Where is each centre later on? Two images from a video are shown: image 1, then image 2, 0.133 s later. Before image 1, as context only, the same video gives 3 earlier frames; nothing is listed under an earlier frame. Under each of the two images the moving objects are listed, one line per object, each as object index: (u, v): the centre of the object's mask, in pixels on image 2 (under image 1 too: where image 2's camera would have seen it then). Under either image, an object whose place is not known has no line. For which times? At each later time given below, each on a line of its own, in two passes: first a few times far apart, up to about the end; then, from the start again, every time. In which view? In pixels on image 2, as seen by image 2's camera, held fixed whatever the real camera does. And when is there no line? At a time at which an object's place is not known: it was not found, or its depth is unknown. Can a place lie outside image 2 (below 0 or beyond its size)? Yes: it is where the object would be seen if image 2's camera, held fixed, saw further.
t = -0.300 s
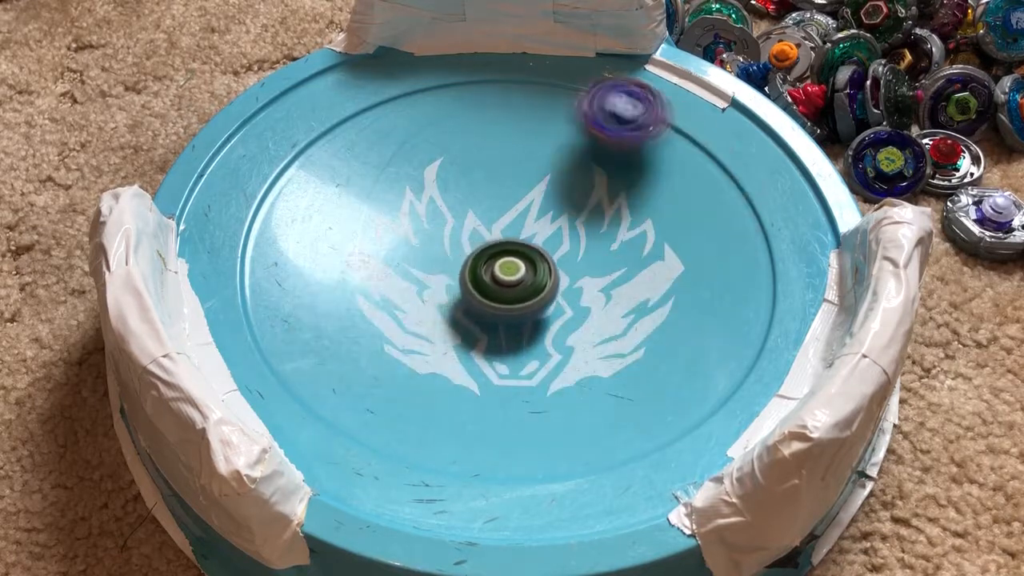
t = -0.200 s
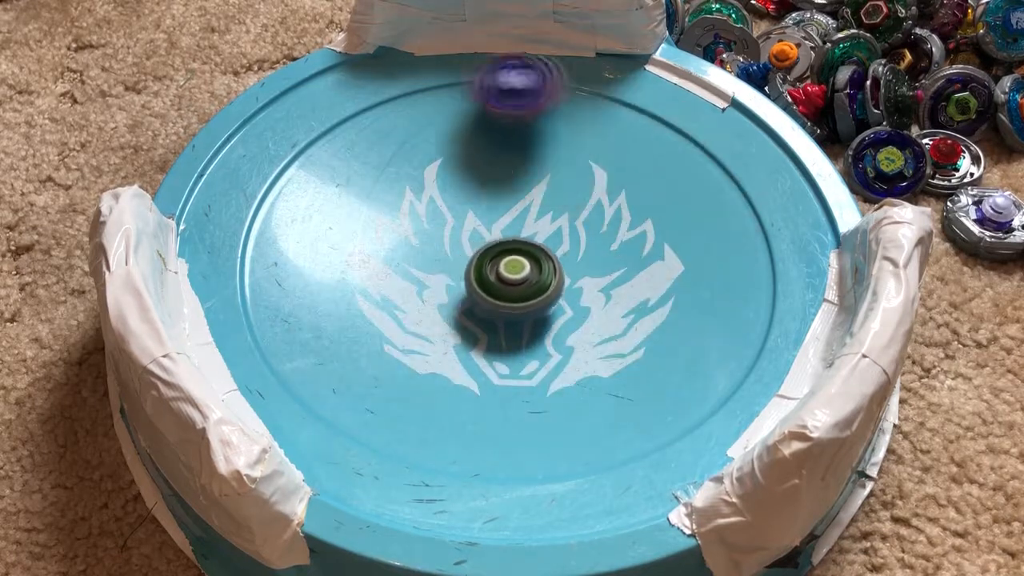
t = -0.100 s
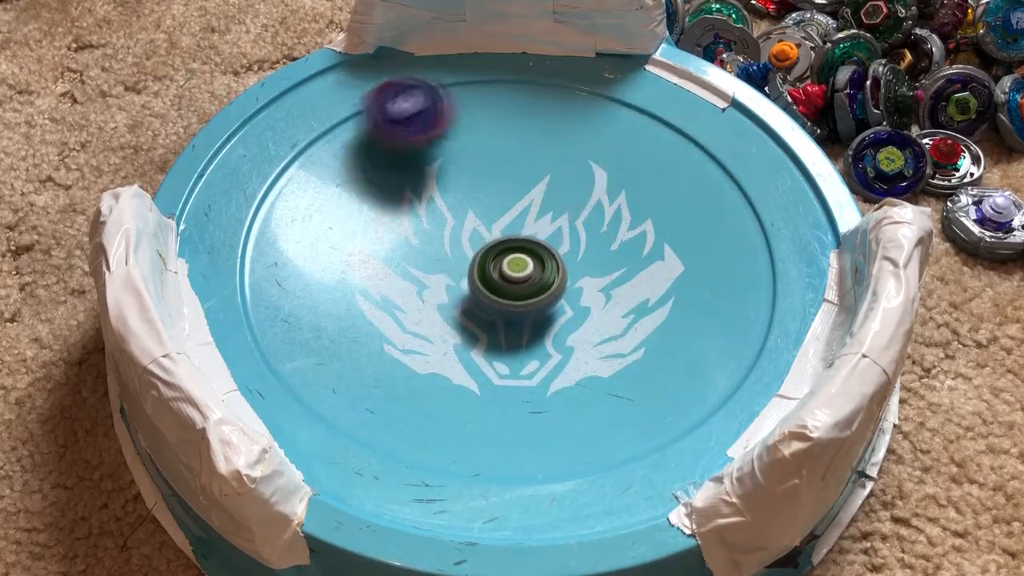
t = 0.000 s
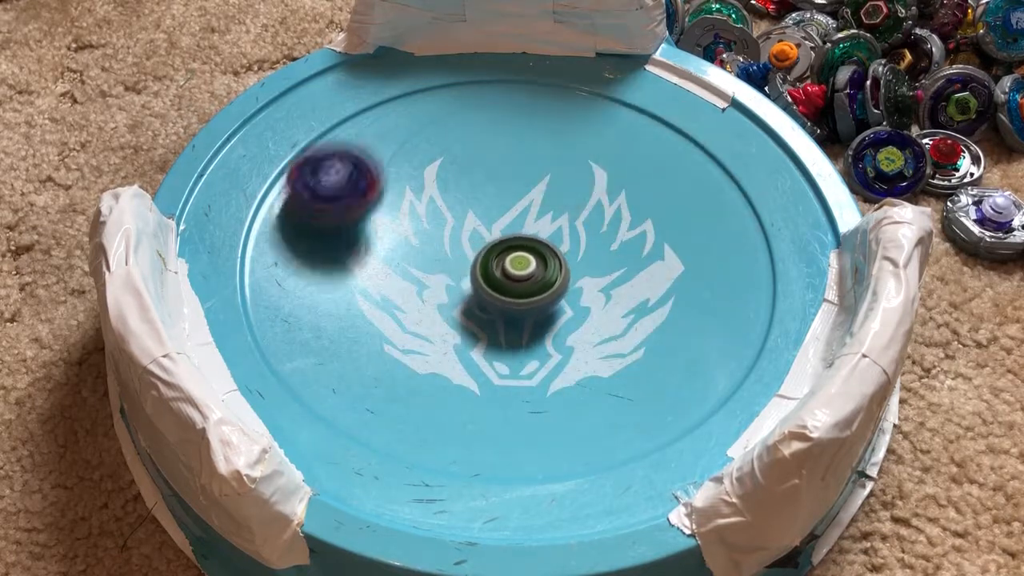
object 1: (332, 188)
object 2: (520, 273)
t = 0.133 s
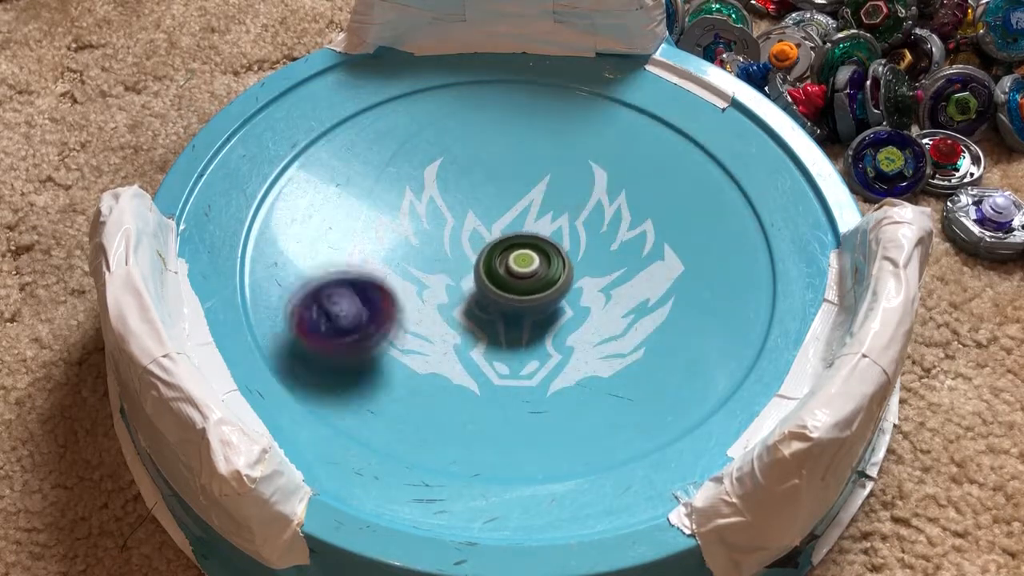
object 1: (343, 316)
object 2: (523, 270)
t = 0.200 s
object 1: (405, 368)
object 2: (525, 269)
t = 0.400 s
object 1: (690, 370)
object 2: (525, 265)
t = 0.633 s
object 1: (717, 160)
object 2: (524, 264)
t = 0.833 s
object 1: (501, 104)
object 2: (522, 263)
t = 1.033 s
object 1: (321, 219)
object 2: (517, 262)
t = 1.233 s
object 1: (387, 394)
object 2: (516, 259)
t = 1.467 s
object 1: (698, 374)
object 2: (511, 261)
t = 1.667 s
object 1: (702, 189)
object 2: (512, 261)
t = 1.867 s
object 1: (501, 105)
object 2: (512, 259)
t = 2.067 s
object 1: (303, 185)
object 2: (512, 259)
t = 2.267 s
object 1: (329, 357)
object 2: (514, 260)
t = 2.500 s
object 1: (640, 372)
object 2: (519, 260)
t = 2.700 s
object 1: (703, 196)
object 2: (518, 260)
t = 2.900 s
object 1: (538, 86)
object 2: (519, 265)
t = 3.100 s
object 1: (347, 146)
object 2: (521, 267)
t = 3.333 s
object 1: (375, 349)
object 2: (522, 263)
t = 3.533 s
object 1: (639, 375)
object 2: (517, 261)
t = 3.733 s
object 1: (744, 220)
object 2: (510, 263)
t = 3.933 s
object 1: (591, 109)
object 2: (508, 265)
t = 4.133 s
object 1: (390, 155)
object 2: (512, 267)
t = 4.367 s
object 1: (363, 346)
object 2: (516, 263)
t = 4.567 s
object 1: (598, 406)
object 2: (518, 258)
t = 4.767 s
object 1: (724, 262)
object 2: (516, 254)
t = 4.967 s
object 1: (586, 134)
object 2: (513, 252)
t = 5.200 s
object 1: (355, 169)
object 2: (511, 255)
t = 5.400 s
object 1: (325, 323)
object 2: (510, 256)
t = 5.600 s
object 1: (550, 390)
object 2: (511, 258)
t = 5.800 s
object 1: (693, 256)
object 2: (510, 262)
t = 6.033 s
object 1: (558, 110)
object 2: (510, 266)
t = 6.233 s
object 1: (374, 149)
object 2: (509, 266)
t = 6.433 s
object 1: (356, 305)
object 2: (510, 266)
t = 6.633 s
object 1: (571, 374)
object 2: (511, 265)
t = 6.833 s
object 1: (719, 254)
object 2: (509, 265)
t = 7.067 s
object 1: (582, 124)
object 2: (509, 265)
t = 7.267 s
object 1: (399, 170)
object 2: (510, 266)
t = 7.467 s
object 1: (369, 321)
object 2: (510, 264)
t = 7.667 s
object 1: (569, 392)
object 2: (515, 259)
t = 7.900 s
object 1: (695, 245)
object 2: (517, 259)
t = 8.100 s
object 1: (553, 140)
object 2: (520, 259)
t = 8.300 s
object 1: (373, 175)
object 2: (522, 260)
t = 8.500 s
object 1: (349, 318)
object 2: (521, 260)
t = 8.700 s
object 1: (554, 372)
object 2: (519, 261)
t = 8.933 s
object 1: (668, 220)
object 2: (517, 262)
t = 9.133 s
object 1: (537, 121)
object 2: (516, 264)
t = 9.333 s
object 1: (378, 172)
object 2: (516, 264)
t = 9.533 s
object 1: (390, 317)
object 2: (514, 264)
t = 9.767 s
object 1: (628, 345)
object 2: (513, 262)
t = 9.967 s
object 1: (691, 213)
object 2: (513, 260)
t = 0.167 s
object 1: (370, 346)
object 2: (524, 270)
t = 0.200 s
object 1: (405, 368)
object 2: (525, 269)
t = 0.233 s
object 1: (447, 388)
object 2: (525, 268)
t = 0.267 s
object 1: (496, 401)
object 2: (525, 268)
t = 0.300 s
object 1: (548, 405)
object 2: (526, 267)
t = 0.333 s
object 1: (599, 401)
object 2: (525, 266)
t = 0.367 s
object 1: (648, 389)
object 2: (525, 266)
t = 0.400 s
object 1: (690, 370)
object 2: (525, 265)
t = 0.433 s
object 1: (726, 344)
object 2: (524, 265)
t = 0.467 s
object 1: (752, 316)
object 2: (524, 265)
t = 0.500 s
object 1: (767, 286)
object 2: (524, 265)
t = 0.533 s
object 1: (768, 250)
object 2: (524, 265)
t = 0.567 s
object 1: (757, 214)
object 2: (524, 265)
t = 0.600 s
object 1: (741, 185)
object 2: (524, 265)
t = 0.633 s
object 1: (717, 160)
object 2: (524, 264)
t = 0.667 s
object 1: (688, 138)
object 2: (524, 264)
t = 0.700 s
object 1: (654, 123)
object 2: (523, 264)
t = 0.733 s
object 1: (615, 110)
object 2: (523, 263)
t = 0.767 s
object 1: (578, 102)
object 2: (523, 263)
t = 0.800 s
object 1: (539, 99)
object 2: (523, 263)
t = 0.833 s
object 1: (501, 104)
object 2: (522, 263)
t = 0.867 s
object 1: (462, 111)
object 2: (521, 264)
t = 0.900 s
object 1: (424, 125)
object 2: (519, 264)
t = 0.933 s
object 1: (393, 142)
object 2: (518, 264)
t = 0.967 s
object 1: (363, 166)
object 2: (518, 263)
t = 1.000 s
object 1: (340, 188)
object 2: (518, 263)
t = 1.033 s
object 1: (321, 219)
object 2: (517, 262)
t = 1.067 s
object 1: (310, 249)
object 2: (517, 262)
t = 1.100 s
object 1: (309, 278)
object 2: (517, 262)
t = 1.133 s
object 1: (314, 311)
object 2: (518, 261)
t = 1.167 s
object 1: (329, 342)
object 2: (517, 260)
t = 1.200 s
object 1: (354, 370)
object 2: (517, 260)
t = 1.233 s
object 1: (387, 394)
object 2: (516, 259)
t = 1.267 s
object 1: (427, 414)
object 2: (515, 259)
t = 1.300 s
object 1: (474, 427)
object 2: (514, 259)
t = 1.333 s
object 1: (524, 434)
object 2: (513, 262)
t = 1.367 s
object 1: (577, 429)
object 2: (512, 261)
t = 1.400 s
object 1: (622, 418)
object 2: (512, 261)
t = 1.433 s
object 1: (664, 399)
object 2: (511, 261)
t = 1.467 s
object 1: (698, 374)
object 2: (511, 261)
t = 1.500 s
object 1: (724, 344)
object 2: (511, 262)
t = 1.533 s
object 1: (738, 314)
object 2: (511, 262)
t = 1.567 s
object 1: (742, 280)
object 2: (511, 262)
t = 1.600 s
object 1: (737, 249)
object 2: (512, 262)
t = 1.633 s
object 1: (722, 219)
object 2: (512, 261)
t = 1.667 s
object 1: (702, 189)
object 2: (512, 261)
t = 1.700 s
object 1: (675, 166)
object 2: (512, 261)
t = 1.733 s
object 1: (645, 146)
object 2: (512, 260)
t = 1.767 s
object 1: (610, 130)
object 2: (512, 260)
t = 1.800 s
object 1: (573, 116)
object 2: (512, 260)
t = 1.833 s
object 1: (537, 108)
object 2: (512, 259)
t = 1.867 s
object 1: (501, 105)
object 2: (512, 259)
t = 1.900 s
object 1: (462, 107)
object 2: (512, 258)
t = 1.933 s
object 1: (424, 113)
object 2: (512, 258)
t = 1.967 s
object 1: (387, 125)
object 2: (513, 259)
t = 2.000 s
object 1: (357, 140)
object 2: (513, 259)
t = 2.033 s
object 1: (327, 161)
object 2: (512, 259)
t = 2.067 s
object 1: (303, 185)
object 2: (512, 259)
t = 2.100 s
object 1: (287, 212)
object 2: (511, 259)
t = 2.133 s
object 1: (280, 238)
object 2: (511, 259)
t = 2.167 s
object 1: (278, 270)
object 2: (512, 259)
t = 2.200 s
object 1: (285, 302)
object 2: (512, 259)
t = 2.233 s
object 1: (303, 330)
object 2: (513, 259)
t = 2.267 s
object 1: (329, 357)
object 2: (514, 260)
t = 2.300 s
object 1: (364, 379)
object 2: (515, 260)
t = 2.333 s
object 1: (406, 396)
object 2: (517, 260)
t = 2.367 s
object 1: (455, 408)
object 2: (518, 260)
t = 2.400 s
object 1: (503, 410)
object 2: (519, 260)
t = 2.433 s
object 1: (555, 404)
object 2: (519, 260)
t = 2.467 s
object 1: (600, 390)
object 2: (519, 260)
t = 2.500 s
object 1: (640, 372)
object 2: (519, 260)
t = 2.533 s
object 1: (672, 347)
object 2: (519, 260)
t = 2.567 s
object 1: (697, 319)
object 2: (519, 260)
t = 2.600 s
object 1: (712, 287)
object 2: (519, 260)
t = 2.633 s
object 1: (716, 256)
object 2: (518, 260)
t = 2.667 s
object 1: (714, 225)
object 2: (518, 260)
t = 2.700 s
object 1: (703, 196)
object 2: (518, 260)
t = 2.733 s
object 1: (685, 168)
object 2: (518, 261)
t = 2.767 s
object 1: (664, 144)
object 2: (518, 262)
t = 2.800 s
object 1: (635, 123)
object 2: (518, 263)
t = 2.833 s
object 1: (605, 107)
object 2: (519, 263)
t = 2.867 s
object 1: (572, 94)
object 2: (519, 264)
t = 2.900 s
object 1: (538, 86)
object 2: (519, 265)
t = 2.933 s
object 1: (505, 83)
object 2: (520, 264)
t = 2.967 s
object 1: (471, 85)
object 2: (520, 266)
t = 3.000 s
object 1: (435, 95)
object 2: (520, 266)
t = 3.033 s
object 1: (399, 108)
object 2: (520, 267)
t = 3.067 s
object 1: (372, 126)
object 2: (521, 267)
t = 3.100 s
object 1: (347, 146)
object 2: (521, 267)
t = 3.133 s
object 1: (329, 172)
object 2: (521, 267)
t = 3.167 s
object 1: (318, 198)
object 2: (522, 266)
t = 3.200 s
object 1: (311, 230)
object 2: (523, 266)
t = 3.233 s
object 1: (315, 262)
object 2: (523, 265)
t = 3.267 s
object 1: (327, 295)
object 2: (523, 265)
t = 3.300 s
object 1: (346, 322)
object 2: (523, 265)
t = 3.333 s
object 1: (375, 349)
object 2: (522, 263)
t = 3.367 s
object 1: (411, 368)
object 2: (522, 263)
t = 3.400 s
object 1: (453, 384)
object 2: (521, 262)
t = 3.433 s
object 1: (499, 392)
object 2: (520, 262)
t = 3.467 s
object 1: (548, 395)
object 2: (519, 261)
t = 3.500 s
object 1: (595, 388)
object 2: (518, 261)
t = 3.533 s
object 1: (639, 375)
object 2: (517, 261)
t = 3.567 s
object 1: (675, 357)
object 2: (515, 261)
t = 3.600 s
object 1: (708, 333)
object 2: (514, 261)
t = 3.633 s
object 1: (730, 308)
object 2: (512, 261)
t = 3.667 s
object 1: (744, 280)
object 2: (511, 262)
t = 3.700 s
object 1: (748, 250)
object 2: (510, 262)
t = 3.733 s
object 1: (744, 220)
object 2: (510, 263)
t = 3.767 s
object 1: (731, 193)
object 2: (509, 263)
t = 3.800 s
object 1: (713, 169)
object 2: (508, 264)
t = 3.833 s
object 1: (688, 147)
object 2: (508, 264)
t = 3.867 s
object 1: (659, 129)
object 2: (508, 265)
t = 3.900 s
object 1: (624, 118)
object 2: (508, 265)
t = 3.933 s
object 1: (591, 109)
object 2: (508, 265)
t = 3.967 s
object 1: (558, 102)
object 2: (509, 266)
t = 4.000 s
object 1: (522, 104)
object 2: (509, 266)
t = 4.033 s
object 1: (486, 110)
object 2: (510, 267)
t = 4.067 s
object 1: (449, 124)
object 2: (511, 267)
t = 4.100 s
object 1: (417, 137)
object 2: (511, 267)
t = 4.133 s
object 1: (390, 155)
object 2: (512, 267)
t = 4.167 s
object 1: (365, 179)
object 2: (513, 267)
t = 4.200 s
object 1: (348, 202)
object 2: (513, 266)
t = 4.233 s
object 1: (336, 234)
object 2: (514, 266)
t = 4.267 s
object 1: (332, 260)
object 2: (514, 265)
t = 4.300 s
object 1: (334, 289)
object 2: (515, 264)
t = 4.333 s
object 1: (344, 320)
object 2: (515, 263)
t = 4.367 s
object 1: (363, 346)
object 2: (516, 263)
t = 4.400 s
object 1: (391, 370)
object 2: (516, 262)
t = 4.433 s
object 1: (426, 389)
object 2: (517, 262)
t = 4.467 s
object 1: (466, 404)
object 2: (517, 261)
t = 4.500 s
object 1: (509, 413)
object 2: (518, 260)
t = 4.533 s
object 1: (554, 414)
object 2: (518, 259)
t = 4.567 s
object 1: (598, 406)
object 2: (518, 258)
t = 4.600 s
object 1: (638, 393)
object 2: (518, 258)
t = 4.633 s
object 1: (673, 372)
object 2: (518, 257)
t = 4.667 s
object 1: (700, 348)
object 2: (517, 256)
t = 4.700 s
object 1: (719, 321)
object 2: (517, 255)
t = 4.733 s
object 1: (727, 291)
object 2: (516, 255)
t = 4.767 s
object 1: (724, 262)
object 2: (516, 254)
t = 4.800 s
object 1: (715, 234)
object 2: (516, 254)
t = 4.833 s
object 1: (700, 207)
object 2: (515, 253)
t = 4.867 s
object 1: (677, 185)
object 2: (515, 253)
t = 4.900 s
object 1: (651, 163)
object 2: (514, 252)
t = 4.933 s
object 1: (618, 148)
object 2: (513, 252)
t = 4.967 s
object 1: (586, 134)
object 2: (513, 252)
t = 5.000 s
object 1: (551, 127)
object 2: (512, 253)
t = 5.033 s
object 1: (517, 121)
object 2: (512, 253)
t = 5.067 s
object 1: (481, 122)
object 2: (512, 254)
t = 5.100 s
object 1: (446, 127)
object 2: (511, 254)
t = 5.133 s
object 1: (414, 136)
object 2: (511, 254)
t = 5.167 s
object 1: (382, 149)
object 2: (510, 255)
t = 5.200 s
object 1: (355, 169)
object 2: (511, 255)
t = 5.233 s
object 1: (335, 187)
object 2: (511, 255)
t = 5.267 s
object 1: (319, 211)
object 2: (510, 256)
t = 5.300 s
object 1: (306, 241)
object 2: (510, 256)
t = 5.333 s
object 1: (303, 267)
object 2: (510, 256)
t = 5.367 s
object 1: (310, 296)
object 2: (510, 256)
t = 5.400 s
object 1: (325, 323)
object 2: (510, 256)
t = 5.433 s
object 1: (349, 347)
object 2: (510, 256)
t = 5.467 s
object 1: (379, 366)
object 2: (510, 256)
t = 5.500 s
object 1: (419, 383)
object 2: (510, 257)
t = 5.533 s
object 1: (461, 392)
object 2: (511, 257)
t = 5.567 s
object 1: (506, 394)
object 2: (511, 258)
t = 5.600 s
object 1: (550, 390)
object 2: (511, 258)
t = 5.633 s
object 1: (590, 378)
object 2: (510, 259)
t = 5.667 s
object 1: (626, 361)
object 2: (510, 260)
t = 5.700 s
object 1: (655, 339)
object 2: (510, 260)
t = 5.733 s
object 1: (676, 314)
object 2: (510, 261)
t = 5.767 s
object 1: (689, 285)
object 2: (510, 262)
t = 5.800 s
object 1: (693, 256)
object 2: (510, 262)
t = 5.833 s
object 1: (690, 227)
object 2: (510, 263)
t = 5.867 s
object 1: (679, 200)
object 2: (510, 264)
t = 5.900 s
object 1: (664, 177)
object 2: (510, 265)
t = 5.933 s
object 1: (642, 152)
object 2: (510, 265)
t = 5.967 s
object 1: (617, 137)
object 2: (510, 265)
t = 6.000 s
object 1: (589, 122)
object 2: (510, 265)
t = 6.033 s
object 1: (558, 110)
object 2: (510, 266)
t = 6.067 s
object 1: (523, 103)
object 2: (510, 266)
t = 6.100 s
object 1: (492, 102)
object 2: (509, 266)
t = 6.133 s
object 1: (459, 107)
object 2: (509, 266)
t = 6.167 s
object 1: (427, 118)
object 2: (509, 266)
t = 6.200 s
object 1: (399, 132)
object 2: (509, 266)
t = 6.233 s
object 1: (374, 149)
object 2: (509, 266)
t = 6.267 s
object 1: (355, 169)
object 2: (510, 266)
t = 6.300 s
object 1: (341, 193)
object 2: (510, 266)
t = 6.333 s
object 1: (333, 220)
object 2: (510, 266)
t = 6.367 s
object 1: (333, 250)
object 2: (510, 266)
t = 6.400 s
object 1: (340, 279)
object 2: (510, 267)
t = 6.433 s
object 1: (356, 305)
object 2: (510, 266)
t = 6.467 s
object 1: (380, 329)
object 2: (510, 266)
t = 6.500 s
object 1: (410, 350)
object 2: (510, 266)
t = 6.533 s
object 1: (447, 364)
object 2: (510, 266)
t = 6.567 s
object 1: (487, 374)
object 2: (510, 265)
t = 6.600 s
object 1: (528, 377)
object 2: (510, 265)
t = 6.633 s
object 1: (571, 374)
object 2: (511, 265)
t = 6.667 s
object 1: (612, 365)
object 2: (511, 266)
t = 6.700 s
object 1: (648, 349)
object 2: (510, 266)
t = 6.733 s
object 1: (677, 330)
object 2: (510, 266)
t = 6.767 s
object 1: (699, 307)
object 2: (510, 266)
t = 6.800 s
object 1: (714, 281)
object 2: (509, 265)
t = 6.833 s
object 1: (719, 254)
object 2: (509, 265)
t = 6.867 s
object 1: (717, 227)
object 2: (509, 265)
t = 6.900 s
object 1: (708, 203)
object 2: (509, 265)
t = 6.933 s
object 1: (692, 180)
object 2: (509, 265)
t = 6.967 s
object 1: (670, 161)
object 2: (509, 265)
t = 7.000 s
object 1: (644, 143)
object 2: (509, 265)
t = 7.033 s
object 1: (614, 131)
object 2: (509, 265)
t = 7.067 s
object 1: (582, 124)
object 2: (509, 265)
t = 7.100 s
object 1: (547, 120)
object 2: (509, 266)
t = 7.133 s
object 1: (515, 122)
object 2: (509, 266)
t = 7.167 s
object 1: (481, 127)
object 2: (509, 266)
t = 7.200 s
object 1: (451, 138)
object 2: (510, 266)
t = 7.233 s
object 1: (423, 152)
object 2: (510, 266)
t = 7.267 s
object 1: (399, 170)
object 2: (510, 266)
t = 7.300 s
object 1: (379, 191)
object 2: (510, 266)
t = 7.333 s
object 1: (364, 215)
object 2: (510, 265)
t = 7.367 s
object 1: (355, 241)
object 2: (510, 265)
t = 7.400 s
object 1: (352, 268)
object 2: (510, 264)
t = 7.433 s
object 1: (358, 295)
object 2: (510, 264)
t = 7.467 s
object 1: (369, 321)
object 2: (510, 264)
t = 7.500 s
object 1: (389, 345)
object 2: (511, 263)
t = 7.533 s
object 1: (417, 366)
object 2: (512, 262)
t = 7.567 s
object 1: (452, 381)
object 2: (512, 261)
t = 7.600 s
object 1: (488, 390)
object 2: (513, 261)
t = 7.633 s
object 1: (529, 395)
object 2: (513, 259)
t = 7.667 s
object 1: (569, 392)
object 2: (515, 259)
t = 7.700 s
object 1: (606, 382)
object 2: (515, 258)
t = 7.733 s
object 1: (641, 368)
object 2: (515, 259)
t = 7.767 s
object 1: (668, 347)
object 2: (515, 260)
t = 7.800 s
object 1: (688, 324)
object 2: (516, 259)
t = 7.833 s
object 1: (698, 298)
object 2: (516, 259)
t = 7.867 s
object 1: (700, 272)
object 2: (516, 259)
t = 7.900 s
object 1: (695, 245)
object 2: (517, 259)
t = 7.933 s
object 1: (682, 220)
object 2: (518, 259)
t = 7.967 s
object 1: (665, 198)
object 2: (519, 259)
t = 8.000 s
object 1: (641, 179)
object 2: (519, 259)
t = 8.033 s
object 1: (614, 162)
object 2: (520, 259)
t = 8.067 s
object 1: (585, 149)
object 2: (520, 259)
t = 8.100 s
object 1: (553, 140)
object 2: (520, 259)
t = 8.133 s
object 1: (520, 136)
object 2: (521, 260)
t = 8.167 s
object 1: (488, 137)
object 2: (521, 260)
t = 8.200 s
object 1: (456, 140)
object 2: (521, 259)
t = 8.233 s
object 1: (426, 147)
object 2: (521, 260)
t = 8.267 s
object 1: (398, 159)
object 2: (522, 259)
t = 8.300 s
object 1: (373, 175)
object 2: (522, 260)
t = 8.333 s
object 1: (353, 195)
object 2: (522, 260)
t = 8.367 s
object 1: (338, 217)
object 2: (522, 260)
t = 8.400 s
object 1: (330, 241)
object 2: (522, 260)
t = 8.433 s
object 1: (328, 269)
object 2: (522, 259)
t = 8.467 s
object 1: (335, 295)
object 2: (522, 259)
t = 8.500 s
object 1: (349, 318)
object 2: (521, 260)
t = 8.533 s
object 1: (372, 339)
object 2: (521, 260)
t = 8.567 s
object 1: (402, 357)
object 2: (520, 260)
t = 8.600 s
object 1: (438, 371)
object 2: (520, 260)
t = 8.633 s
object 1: (477, 377)
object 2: (520, 260)
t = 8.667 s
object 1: (516, 377)
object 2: (520, 261)
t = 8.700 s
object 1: (554, 372)
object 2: (519, 261)
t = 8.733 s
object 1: (591, 361)
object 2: (519, 261)
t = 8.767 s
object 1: (621, 344)
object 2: (519, 261)
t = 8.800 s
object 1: (647, 322)
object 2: (518, 262)
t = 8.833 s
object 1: (664, 298)
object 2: (518, 262)
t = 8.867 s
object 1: (673, 272)
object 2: (518, 262)
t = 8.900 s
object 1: (674, 246)
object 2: (518, 262)
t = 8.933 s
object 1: (668, 220)
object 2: (517, 262)
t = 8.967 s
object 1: (657, 196)
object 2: (517, 263)
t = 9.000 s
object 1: (642, 174)
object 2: (517, 263)
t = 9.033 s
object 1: (619, 155)
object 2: (516, 263)
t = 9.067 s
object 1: (595, 139)
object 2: (517, 263)
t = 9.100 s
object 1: (567, 128)
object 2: (516, 264)
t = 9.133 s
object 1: (537, 121)
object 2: (516, 264)
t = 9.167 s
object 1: (508, 117)
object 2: (516, 264)
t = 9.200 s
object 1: (477, 119)
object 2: (516, 264)
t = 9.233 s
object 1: (448, 126)
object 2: (516, 264)
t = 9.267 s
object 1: (421, 137)
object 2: (516, 264)
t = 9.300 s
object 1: (397, 152)
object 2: (516, 264)
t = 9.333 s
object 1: (378, 172)
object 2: (516, 264)
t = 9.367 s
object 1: (363, 193)
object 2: (515, 264)
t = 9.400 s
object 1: (354, 218)
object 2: (515, 264)
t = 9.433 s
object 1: (352, 246)
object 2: (515, 264)
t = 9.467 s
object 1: (358, 271)
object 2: (514, 263)
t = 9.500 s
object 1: (370, 295)
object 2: (514, 264)
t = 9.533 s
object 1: (390, 317)
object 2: (514, 264)
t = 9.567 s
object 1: (417, 337)
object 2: (513, 264)
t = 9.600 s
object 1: (450, 351)
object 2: (514, 263)
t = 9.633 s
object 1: (484, 362)
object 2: (513, 263)
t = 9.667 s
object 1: (520, 365)
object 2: (513, 263)
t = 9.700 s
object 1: (558, 364)
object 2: (513, 263)
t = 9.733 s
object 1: (595, 357)
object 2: (513, 262)
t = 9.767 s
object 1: (628, 345)
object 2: (513, 262)
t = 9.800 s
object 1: (659, 328)
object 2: (513, 262)
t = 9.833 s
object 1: (680, 308)
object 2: (513, 261)
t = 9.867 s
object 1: (694, 285)
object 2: (513, 261)
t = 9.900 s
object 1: (700, 261)
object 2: (513, 260)
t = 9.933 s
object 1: (699, 237)
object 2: (513, 260)
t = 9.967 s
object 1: (691, 213)
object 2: (513, 260)
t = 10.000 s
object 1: (677, 191)
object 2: (513, 259)
